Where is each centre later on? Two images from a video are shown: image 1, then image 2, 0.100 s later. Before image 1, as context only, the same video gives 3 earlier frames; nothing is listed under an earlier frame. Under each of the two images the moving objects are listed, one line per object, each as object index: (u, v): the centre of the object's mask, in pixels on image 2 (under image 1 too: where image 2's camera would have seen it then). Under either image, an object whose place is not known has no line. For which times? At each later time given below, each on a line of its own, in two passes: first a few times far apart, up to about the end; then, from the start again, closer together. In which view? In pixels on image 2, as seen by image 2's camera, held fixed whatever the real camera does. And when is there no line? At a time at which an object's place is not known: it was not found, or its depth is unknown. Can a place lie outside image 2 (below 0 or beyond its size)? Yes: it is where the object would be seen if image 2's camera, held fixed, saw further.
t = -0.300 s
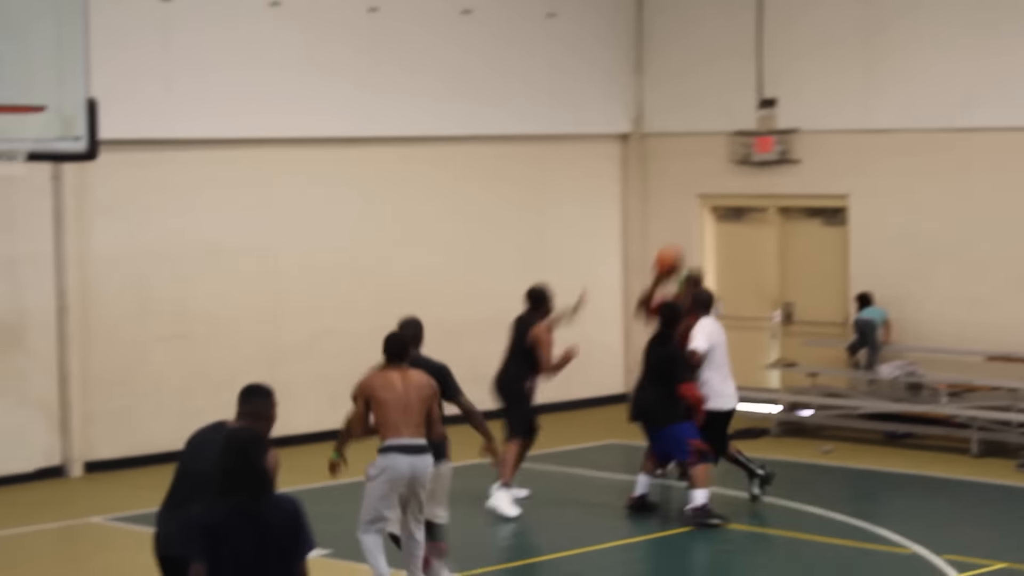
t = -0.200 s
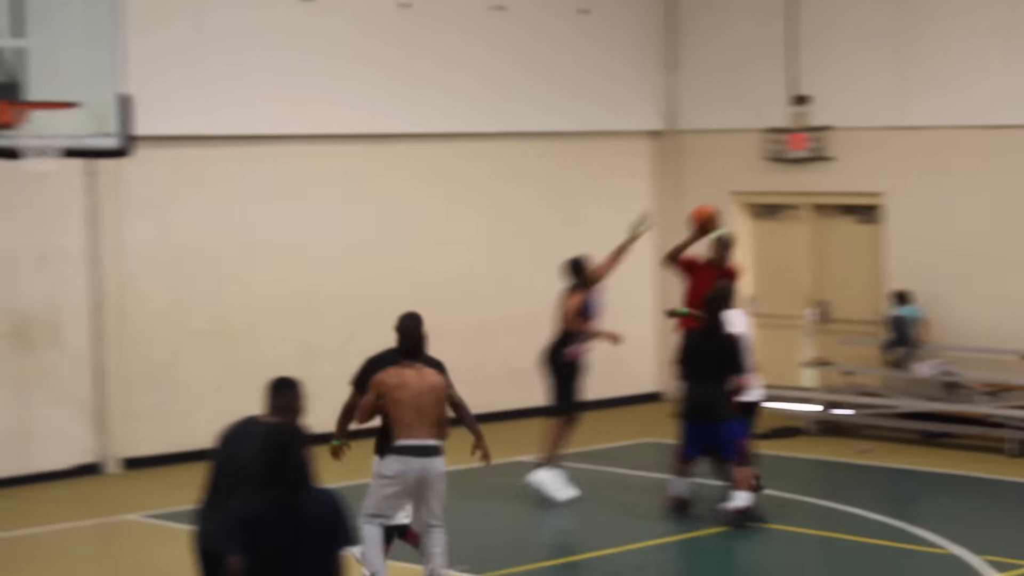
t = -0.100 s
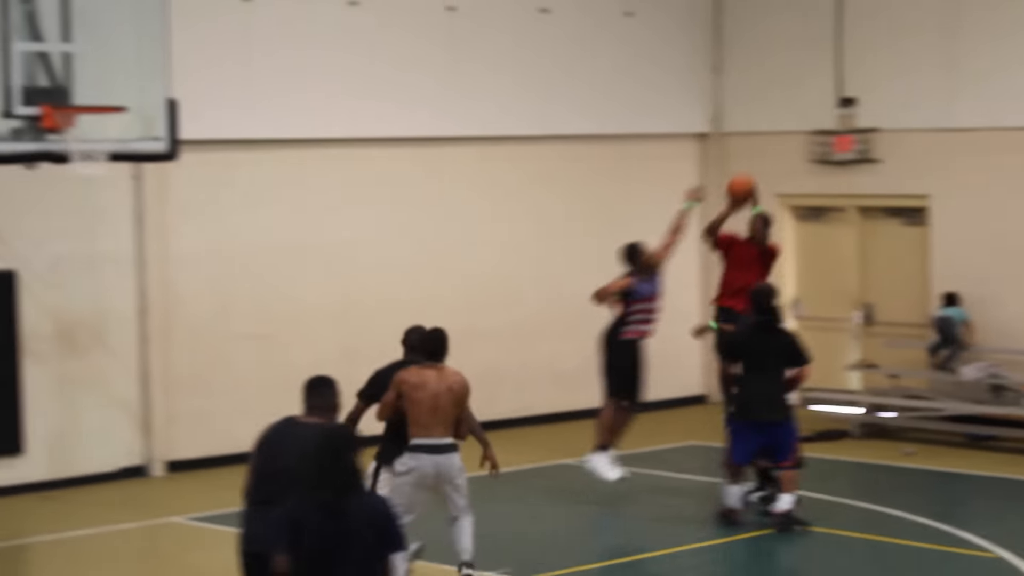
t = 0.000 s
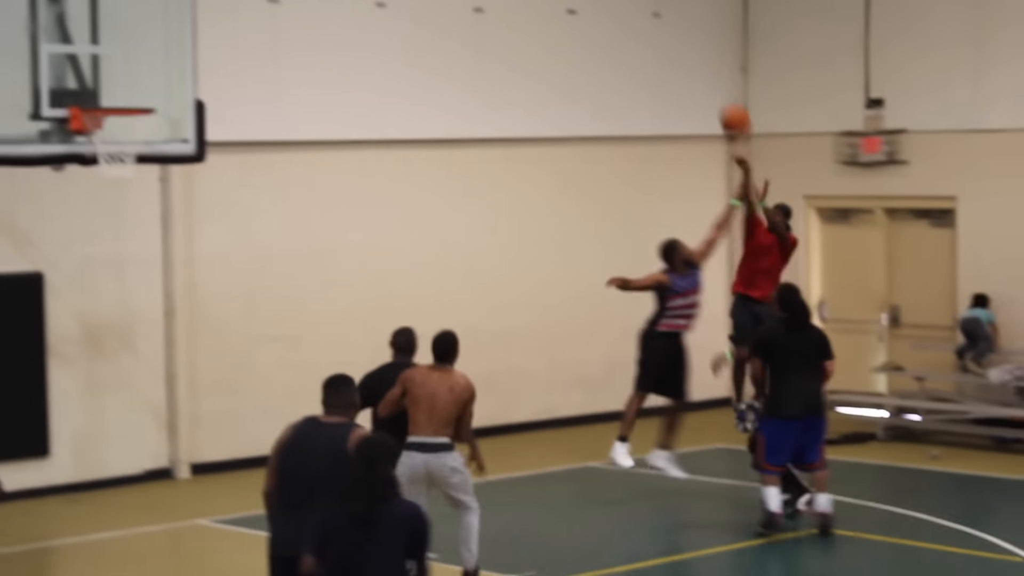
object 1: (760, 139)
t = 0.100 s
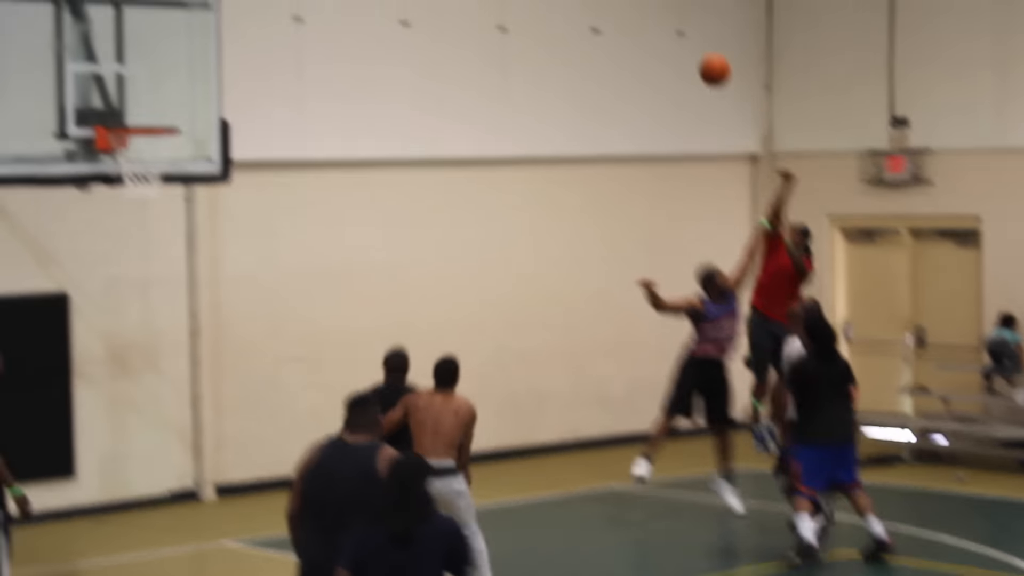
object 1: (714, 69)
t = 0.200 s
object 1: (668, 10)
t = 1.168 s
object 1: (159, 101)
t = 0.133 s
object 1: (699, 48)
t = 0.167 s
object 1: (684, 28)
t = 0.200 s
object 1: (668, 10)
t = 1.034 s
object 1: (236, 5)
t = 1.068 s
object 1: (217, 26)
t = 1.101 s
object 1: (196, 50)
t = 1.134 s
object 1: (177, 76)
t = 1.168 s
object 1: (159, 101)
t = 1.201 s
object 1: (144, 119)
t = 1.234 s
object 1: (122, 159)
